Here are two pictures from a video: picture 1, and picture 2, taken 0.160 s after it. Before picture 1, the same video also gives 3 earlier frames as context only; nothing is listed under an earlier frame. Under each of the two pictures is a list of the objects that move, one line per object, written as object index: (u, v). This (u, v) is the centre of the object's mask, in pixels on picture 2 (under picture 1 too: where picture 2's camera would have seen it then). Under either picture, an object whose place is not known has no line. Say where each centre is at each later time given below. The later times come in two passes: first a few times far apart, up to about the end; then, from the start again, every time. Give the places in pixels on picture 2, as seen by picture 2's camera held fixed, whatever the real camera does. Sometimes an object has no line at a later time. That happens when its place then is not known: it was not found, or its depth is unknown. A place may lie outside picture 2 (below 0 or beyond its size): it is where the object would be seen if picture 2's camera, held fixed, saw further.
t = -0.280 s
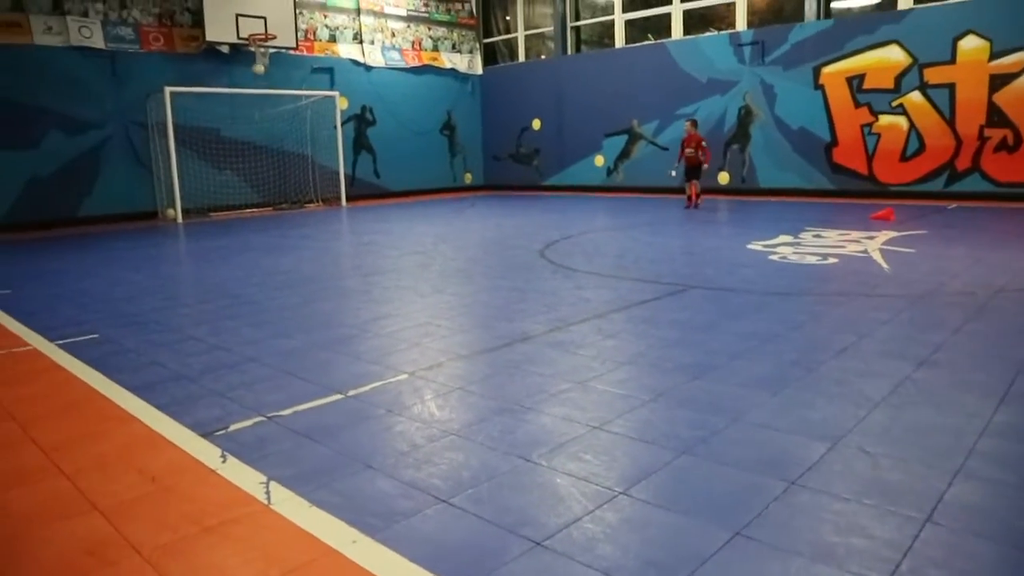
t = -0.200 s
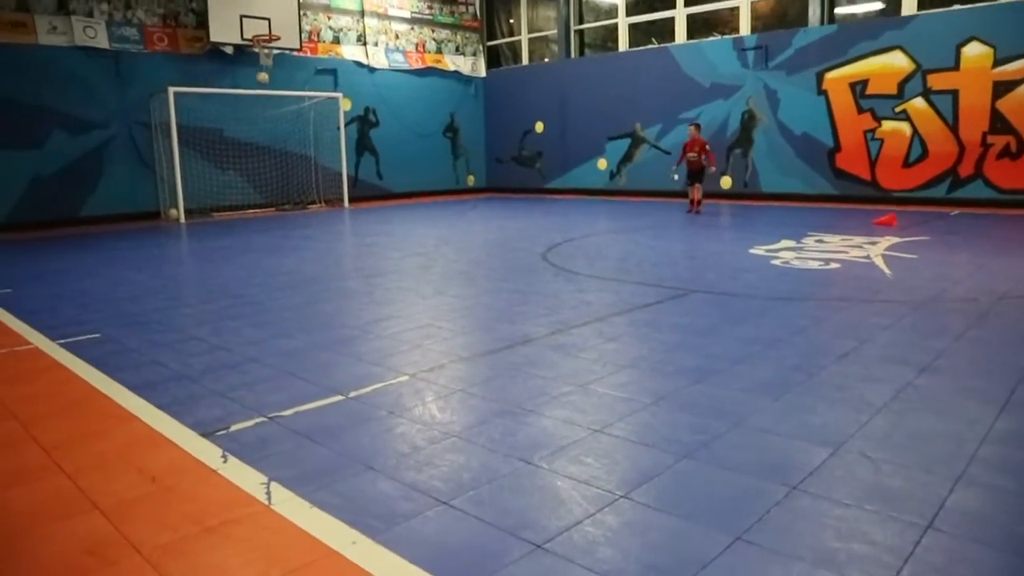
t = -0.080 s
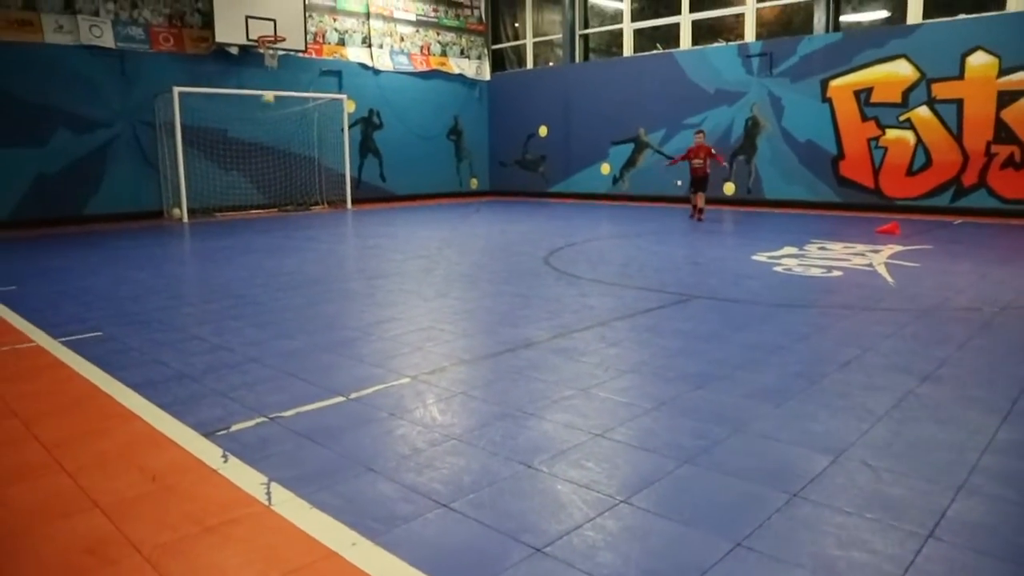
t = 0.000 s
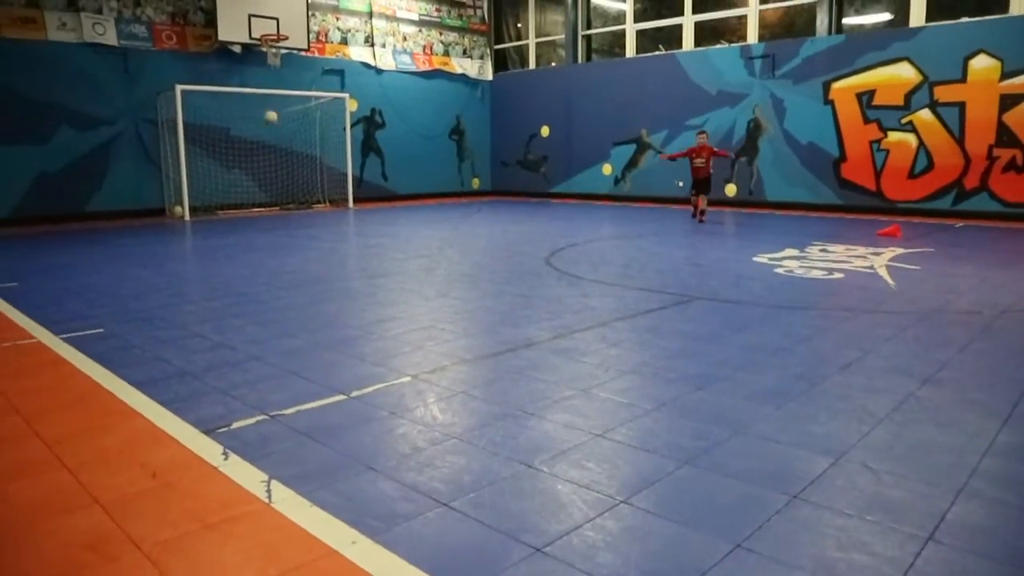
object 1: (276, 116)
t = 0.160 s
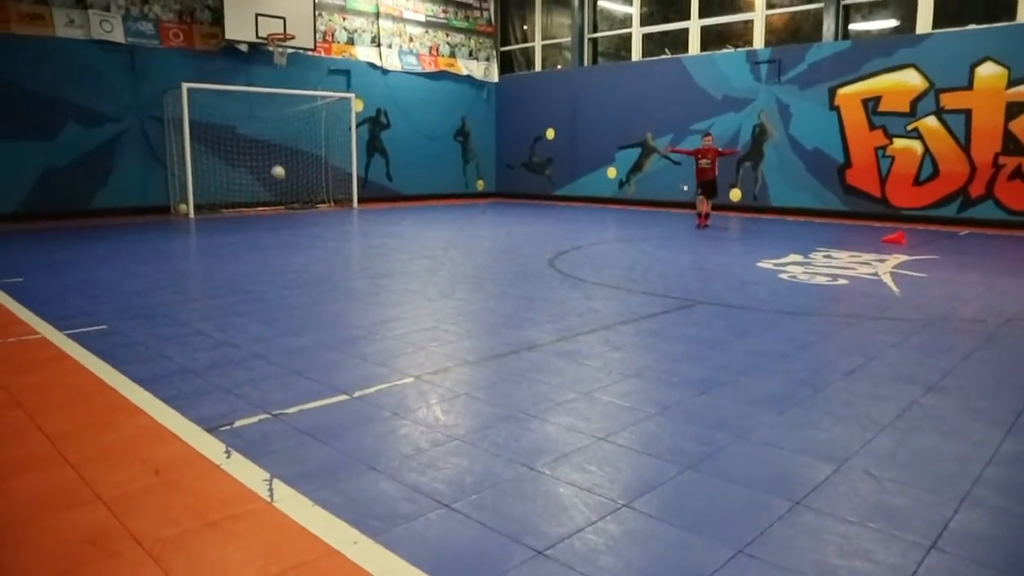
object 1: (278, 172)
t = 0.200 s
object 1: (278, 190)
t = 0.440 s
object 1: (278, 180)
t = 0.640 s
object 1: (278, 161)
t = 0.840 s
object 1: (280, 175)
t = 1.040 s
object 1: (282, 229)
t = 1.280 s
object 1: (285, 214)
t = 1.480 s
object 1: (288, 236)
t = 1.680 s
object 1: (291, 243)
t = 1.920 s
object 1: (295, 261)
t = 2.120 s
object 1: (299, 275)
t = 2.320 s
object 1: (305, 291)
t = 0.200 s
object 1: (278, 190)
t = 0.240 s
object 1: (278, 208)
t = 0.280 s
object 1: (279, 215)
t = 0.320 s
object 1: (278, 205)
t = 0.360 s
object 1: (278, 198)
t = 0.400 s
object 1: (278, 188)
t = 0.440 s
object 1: (278, 180)
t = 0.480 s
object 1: (278, 174)
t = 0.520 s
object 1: (278, 169)
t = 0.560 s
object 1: (278, 166)
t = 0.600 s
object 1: (278, 163)
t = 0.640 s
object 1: (278, 161)
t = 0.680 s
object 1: (278, 162)
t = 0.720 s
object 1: (279, 163)
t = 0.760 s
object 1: (279, 165)
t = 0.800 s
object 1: (279, 169)
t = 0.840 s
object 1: (280, 175)
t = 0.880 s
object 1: (280, 183)
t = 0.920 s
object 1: (281, 192)
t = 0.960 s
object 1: (282, 203)
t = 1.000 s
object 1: (282, 215)
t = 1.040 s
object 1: (282, 229)
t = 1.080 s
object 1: (283, 233)
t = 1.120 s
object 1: (284, 226)
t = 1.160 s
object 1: (284, 221)
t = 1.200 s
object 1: (284, 217)
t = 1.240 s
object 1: (284, 214)
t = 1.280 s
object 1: (285, 214)
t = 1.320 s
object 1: (285, 214)
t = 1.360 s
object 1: (286, 217)
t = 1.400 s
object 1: (286, 222)
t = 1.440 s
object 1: (287, 227)
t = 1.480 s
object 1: (288, 236)
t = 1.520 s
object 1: (289, 247)
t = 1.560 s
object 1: (290, 249)
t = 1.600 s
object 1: (290, 245)
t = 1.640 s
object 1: (291, 243)
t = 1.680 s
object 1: (291, 243)
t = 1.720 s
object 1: (291, 245)
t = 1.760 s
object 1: (292, 248)
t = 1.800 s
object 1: (292, 254)
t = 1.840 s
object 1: (294, 264)
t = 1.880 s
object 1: (294, 263)
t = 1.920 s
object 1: (295, 261)
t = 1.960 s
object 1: (296, 262)
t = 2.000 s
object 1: (296, 265)
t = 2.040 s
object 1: (298, 272)
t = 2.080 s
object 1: (298, 275)
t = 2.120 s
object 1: (299, 275)
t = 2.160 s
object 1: (300, 278)
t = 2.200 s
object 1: (302, 283)
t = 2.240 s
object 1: (303, 285)
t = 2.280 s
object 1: (304, 288)
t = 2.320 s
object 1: (305, 291)
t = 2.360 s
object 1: (306, 294)
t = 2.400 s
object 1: (307, 298)
